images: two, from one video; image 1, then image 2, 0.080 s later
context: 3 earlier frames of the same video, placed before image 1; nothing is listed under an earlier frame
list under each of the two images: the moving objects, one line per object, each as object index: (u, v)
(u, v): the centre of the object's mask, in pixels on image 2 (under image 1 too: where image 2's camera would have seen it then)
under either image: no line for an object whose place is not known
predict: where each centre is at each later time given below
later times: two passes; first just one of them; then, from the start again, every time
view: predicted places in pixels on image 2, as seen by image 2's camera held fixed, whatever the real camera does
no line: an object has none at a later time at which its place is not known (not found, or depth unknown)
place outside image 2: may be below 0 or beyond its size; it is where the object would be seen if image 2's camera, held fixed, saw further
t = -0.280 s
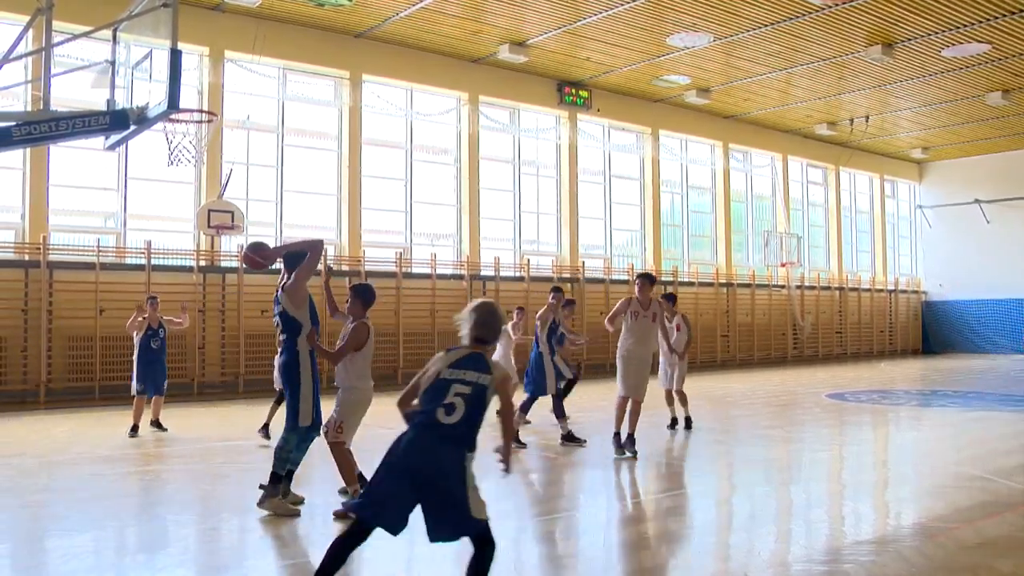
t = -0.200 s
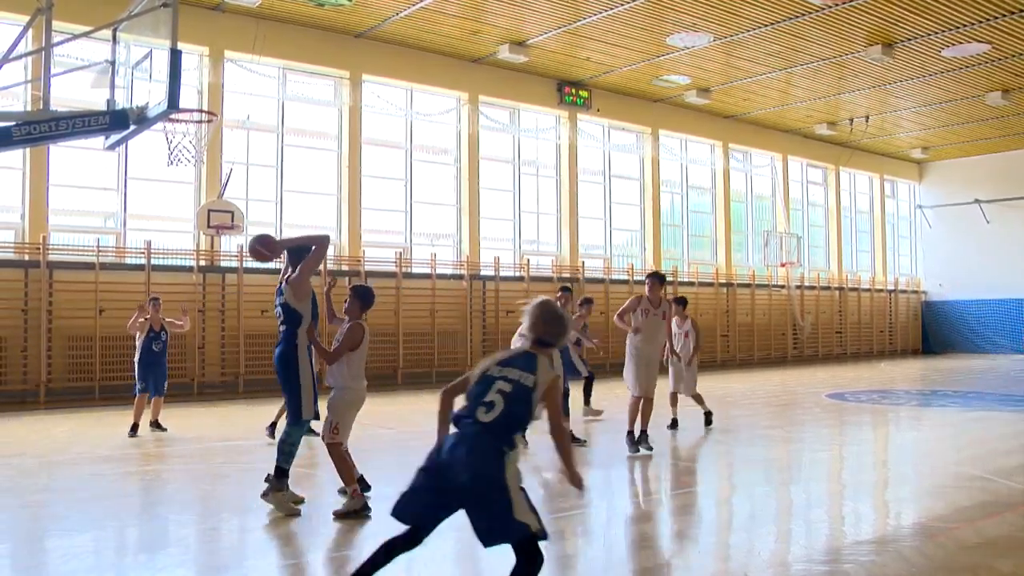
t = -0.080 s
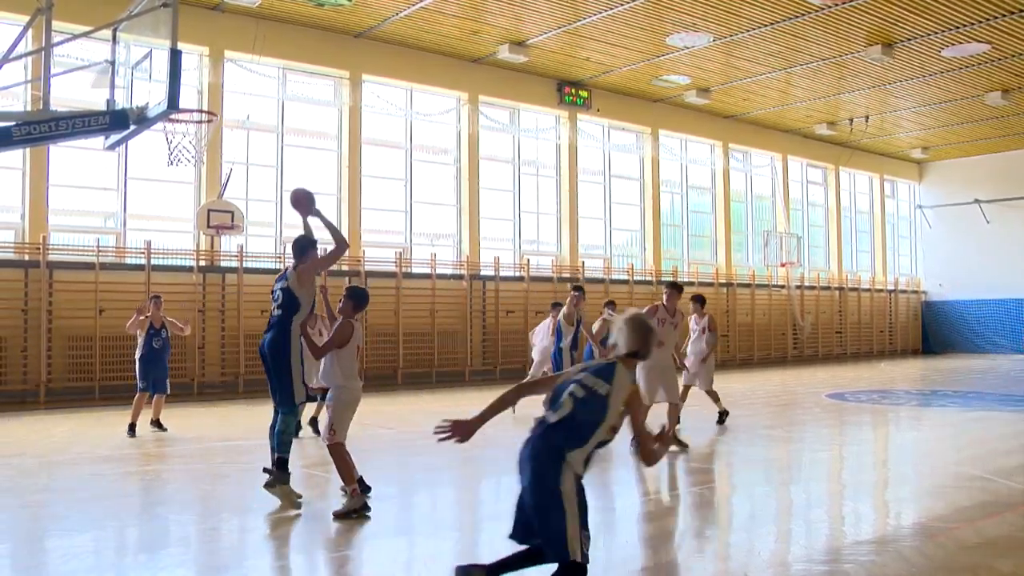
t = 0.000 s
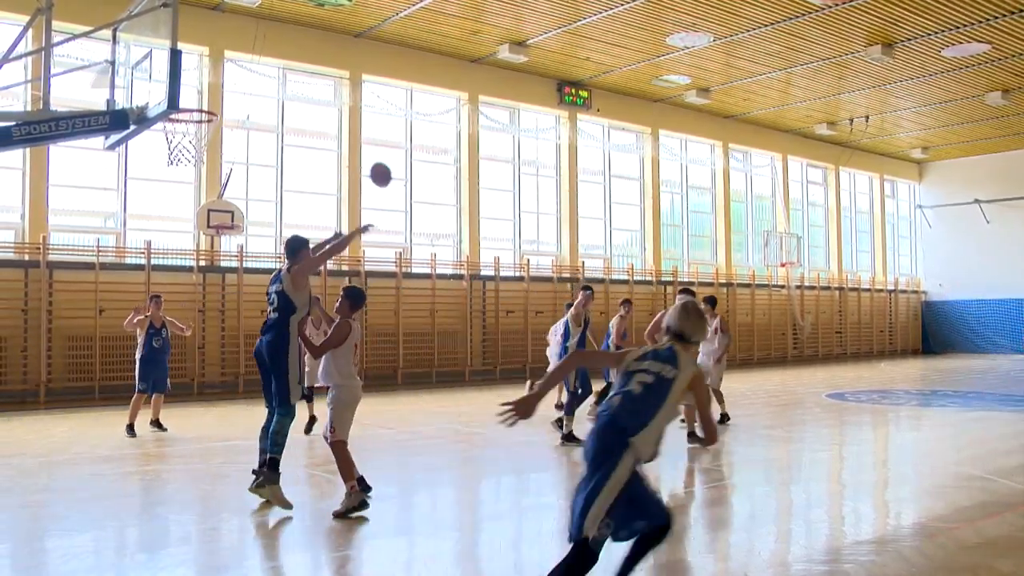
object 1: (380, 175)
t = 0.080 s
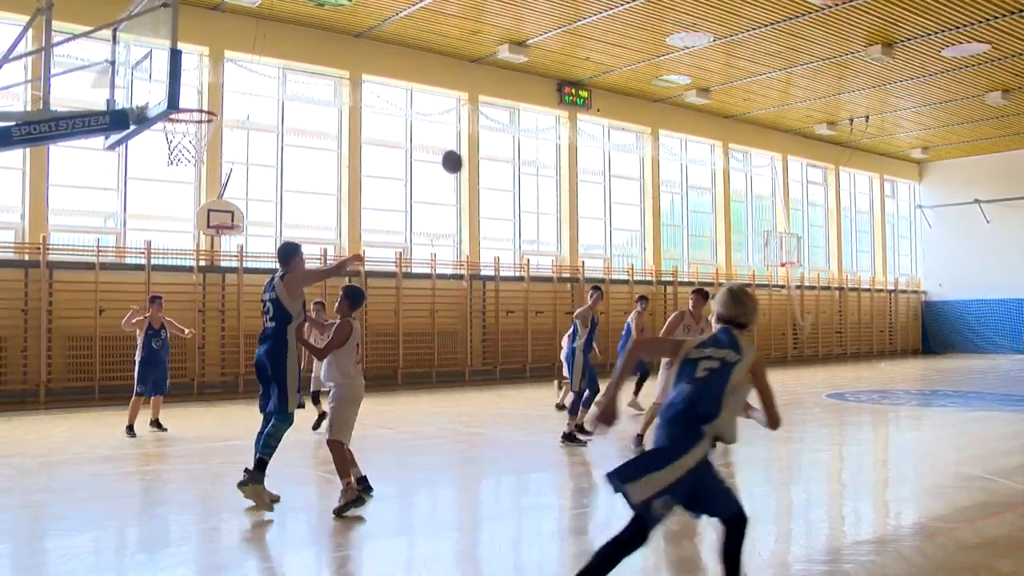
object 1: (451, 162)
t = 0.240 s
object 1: (563, 162)
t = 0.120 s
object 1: (483, 159)
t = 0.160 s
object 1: (511, 158)
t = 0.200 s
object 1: (538, 159)
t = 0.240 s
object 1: (563, 162)
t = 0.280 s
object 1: (586, 165)
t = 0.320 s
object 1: (607, 170)
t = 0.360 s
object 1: (628, 175)
